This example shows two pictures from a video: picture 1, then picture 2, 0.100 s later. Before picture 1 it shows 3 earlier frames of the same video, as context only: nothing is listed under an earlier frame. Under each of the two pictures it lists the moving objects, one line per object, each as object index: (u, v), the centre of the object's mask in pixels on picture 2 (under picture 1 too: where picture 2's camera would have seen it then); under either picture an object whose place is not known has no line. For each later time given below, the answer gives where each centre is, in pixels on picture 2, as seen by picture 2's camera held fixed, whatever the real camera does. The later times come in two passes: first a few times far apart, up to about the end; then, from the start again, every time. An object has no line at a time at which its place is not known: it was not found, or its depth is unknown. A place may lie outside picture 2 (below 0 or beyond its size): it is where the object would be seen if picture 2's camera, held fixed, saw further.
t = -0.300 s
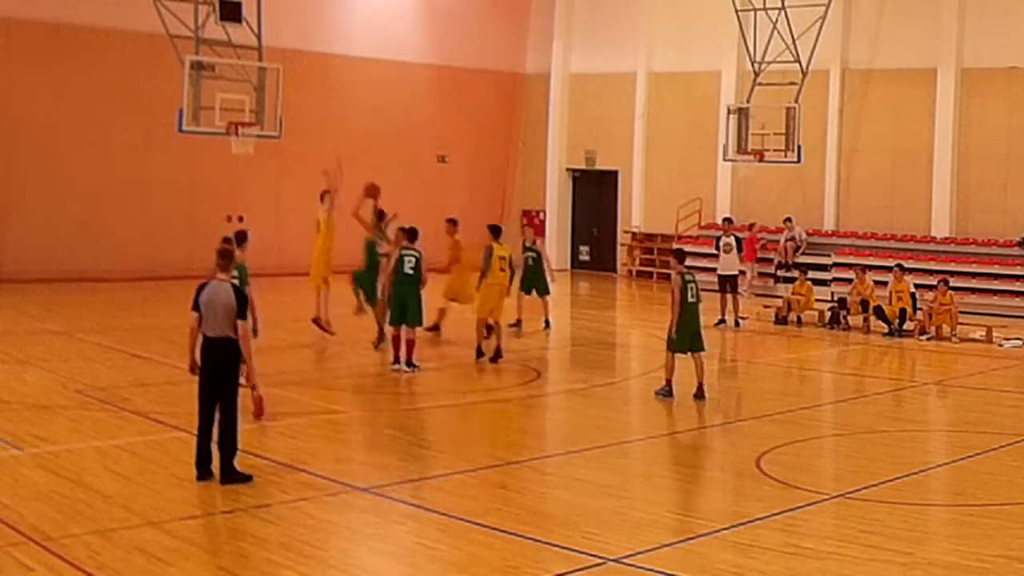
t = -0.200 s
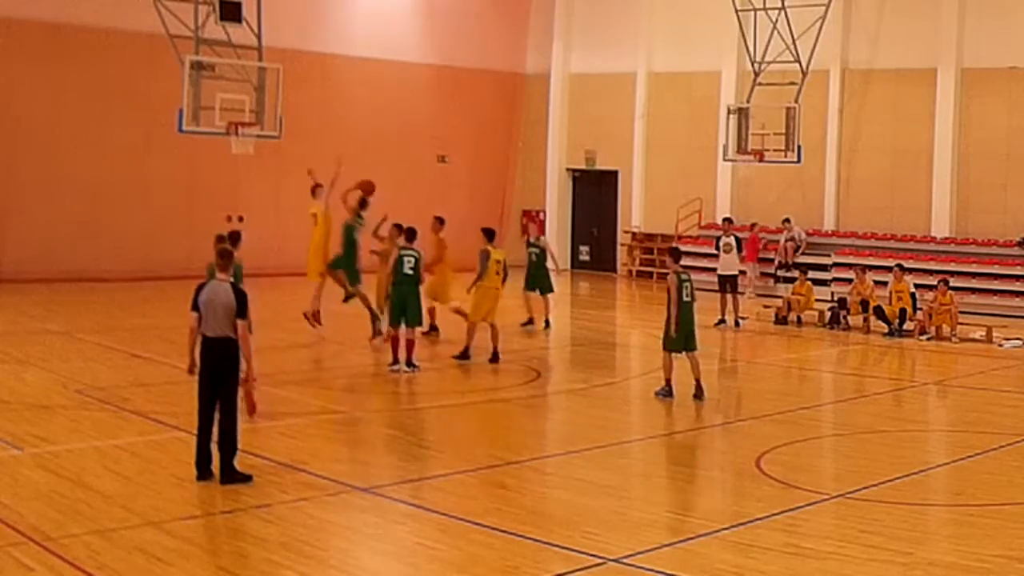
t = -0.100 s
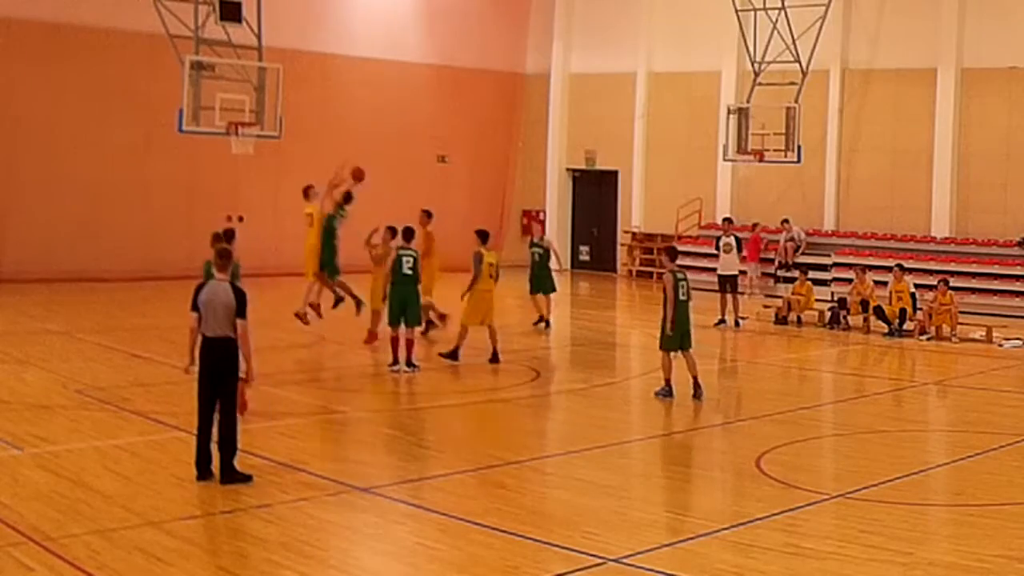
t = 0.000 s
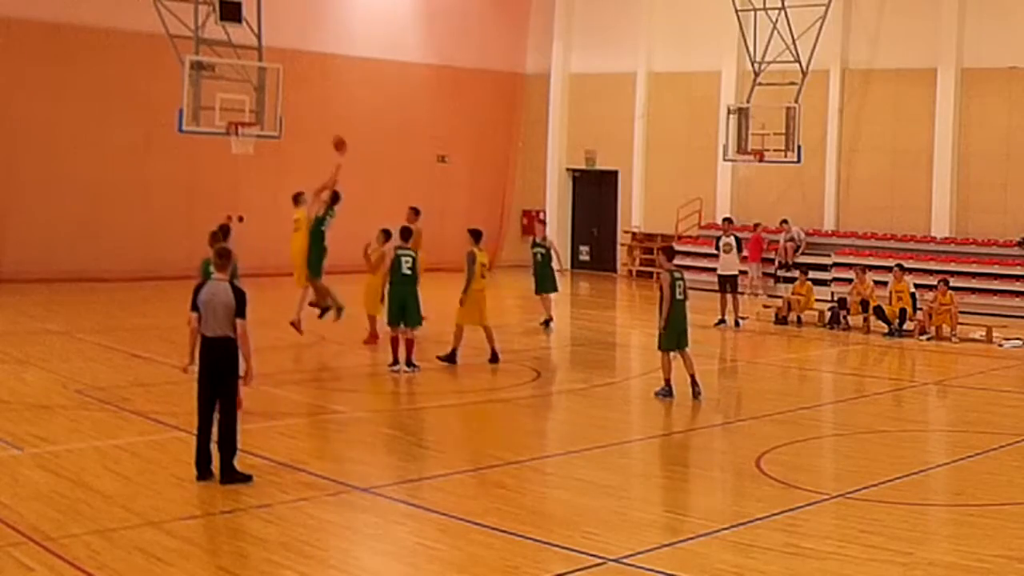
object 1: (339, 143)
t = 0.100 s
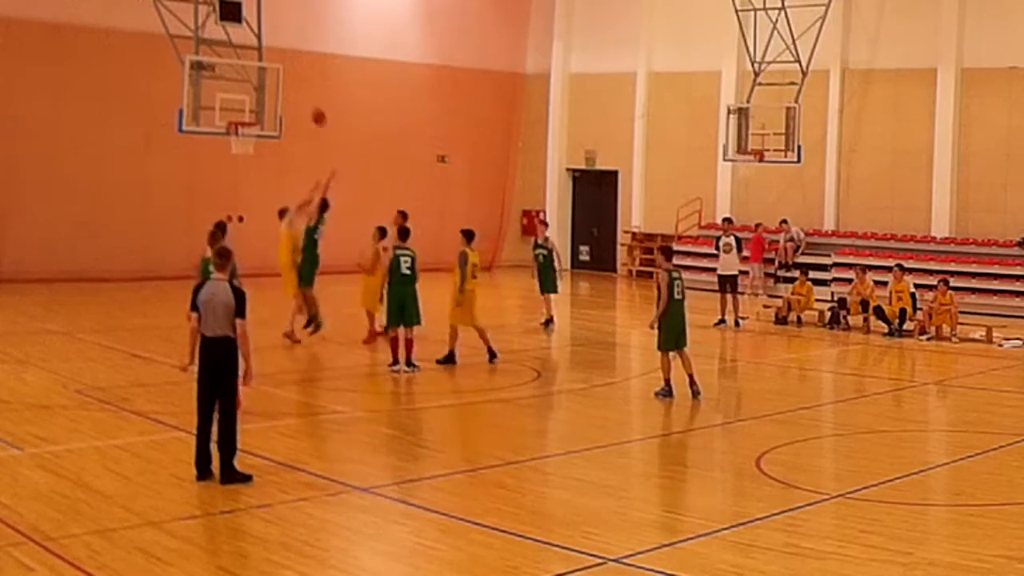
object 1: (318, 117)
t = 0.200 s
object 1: (297, 96)
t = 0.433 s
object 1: (248, 75)
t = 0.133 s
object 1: (311, 109)
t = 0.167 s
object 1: (304, 102)
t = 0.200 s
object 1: (297, 96)
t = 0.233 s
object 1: (290, 91)
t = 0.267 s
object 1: (283, 86)
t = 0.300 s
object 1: (277, 83)
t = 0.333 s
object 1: (269, 80)
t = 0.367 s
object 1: (262, 77)
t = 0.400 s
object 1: (257, 76)
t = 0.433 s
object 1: (248, 75)
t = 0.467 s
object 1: (241, 75)
